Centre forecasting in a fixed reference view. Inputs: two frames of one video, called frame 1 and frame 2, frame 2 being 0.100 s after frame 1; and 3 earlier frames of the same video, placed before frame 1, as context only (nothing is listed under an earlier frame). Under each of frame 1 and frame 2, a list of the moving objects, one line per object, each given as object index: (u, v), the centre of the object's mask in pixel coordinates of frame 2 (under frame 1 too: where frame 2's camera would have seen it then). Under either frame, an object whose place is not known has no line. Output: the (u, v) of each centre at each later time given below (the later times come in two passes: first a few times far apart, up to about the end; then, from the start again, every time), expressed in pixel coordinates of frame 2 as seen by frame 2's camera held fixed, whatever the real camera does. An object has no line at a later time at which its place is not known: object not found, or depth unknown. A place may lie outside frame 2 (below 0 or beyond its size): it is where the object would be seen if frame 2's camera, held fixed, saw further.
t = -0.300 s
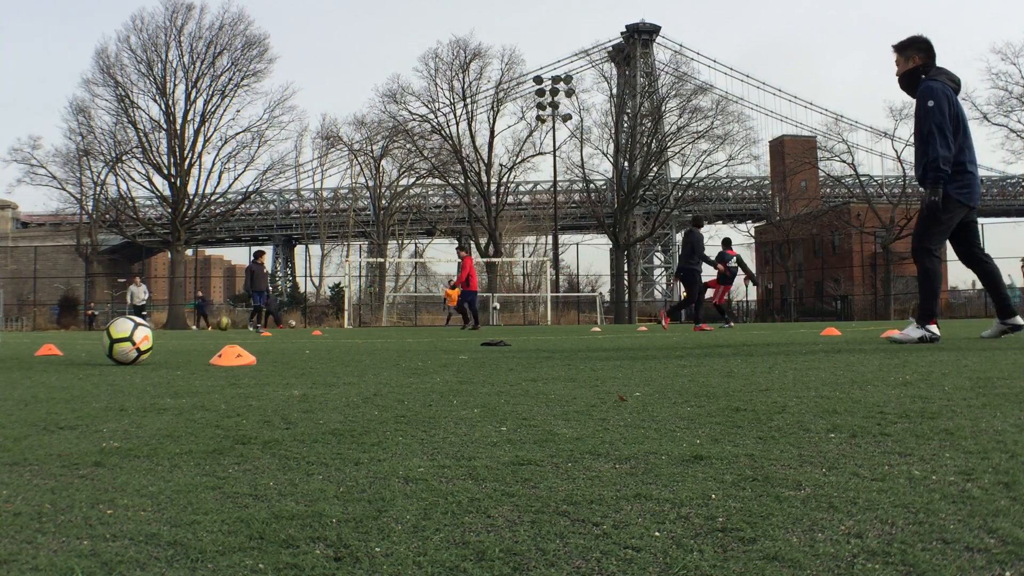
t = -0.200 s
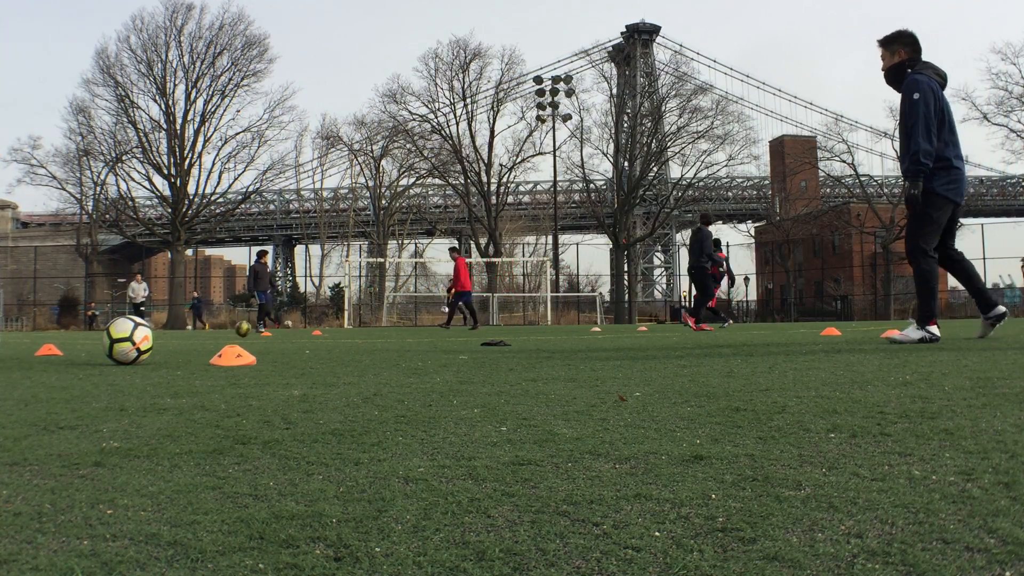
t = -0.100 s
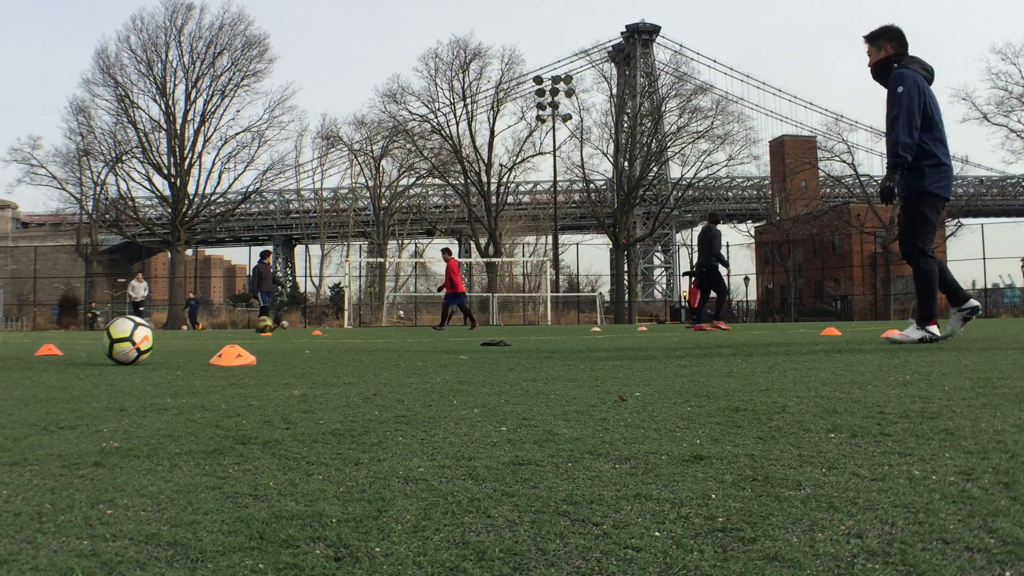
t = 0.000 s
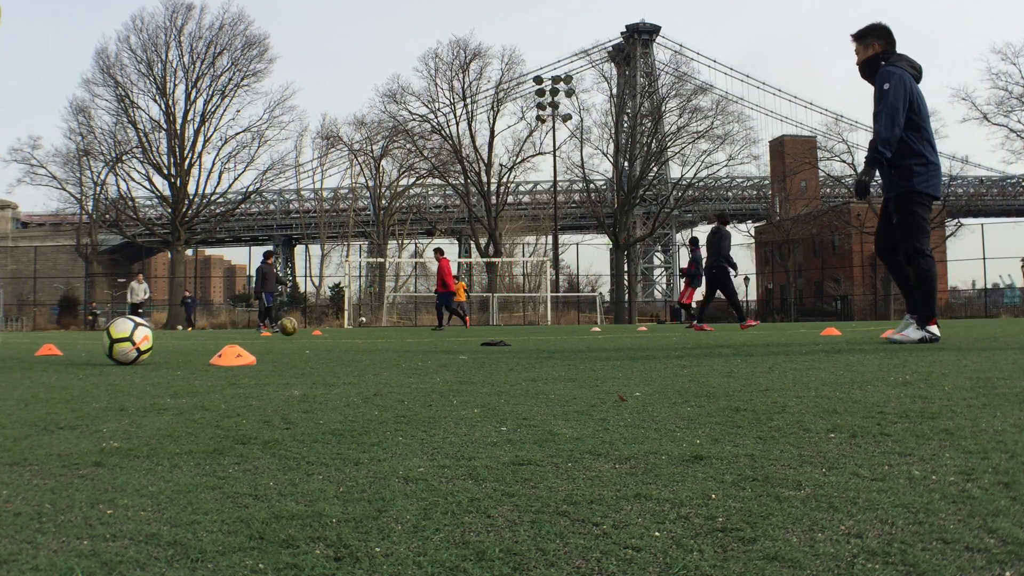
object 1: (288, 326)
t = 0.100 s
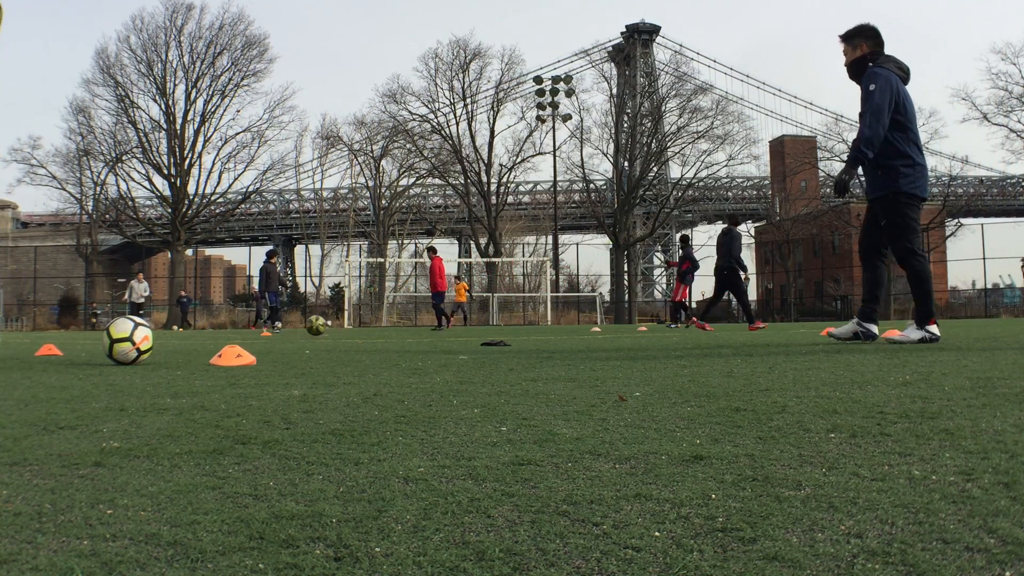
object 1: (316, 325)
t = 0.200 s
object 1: (348, 325)
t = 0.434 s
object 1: (449, 324)
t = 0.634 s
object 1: (579, 329)
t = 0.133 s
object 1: (327, 324)
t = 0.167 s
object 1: (337, 324)
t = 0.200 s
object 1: (348, 325)
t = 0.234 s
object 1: (360, 327)
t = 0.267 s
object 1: (373, 331)
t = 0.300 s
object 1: (387, 328)
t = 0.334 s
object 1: (401, 325)
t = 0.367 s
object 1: (416, 323)
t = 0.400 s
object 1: (432, 323)
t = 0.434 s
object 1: (449, 324)
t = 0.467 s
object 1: (468, 328)
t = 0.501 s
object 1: (488, 331)
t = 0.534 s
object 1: (508, 328)
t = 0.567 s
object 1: (530, 326)
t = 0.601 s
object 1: (554, 326)
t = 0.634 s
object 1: (579, 329)
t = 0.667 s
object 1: (607, 332)
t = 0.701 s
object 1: (636, 327)
